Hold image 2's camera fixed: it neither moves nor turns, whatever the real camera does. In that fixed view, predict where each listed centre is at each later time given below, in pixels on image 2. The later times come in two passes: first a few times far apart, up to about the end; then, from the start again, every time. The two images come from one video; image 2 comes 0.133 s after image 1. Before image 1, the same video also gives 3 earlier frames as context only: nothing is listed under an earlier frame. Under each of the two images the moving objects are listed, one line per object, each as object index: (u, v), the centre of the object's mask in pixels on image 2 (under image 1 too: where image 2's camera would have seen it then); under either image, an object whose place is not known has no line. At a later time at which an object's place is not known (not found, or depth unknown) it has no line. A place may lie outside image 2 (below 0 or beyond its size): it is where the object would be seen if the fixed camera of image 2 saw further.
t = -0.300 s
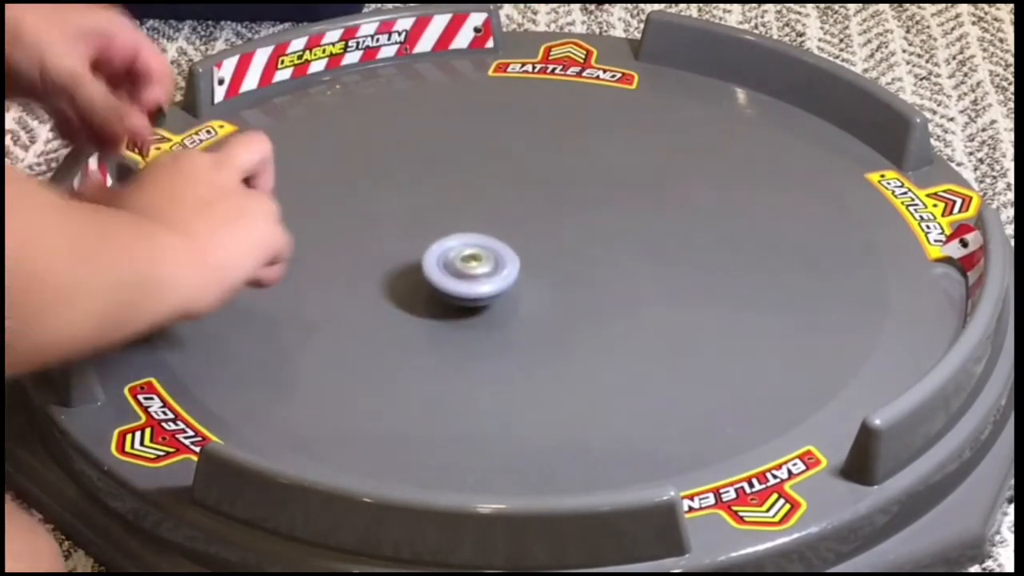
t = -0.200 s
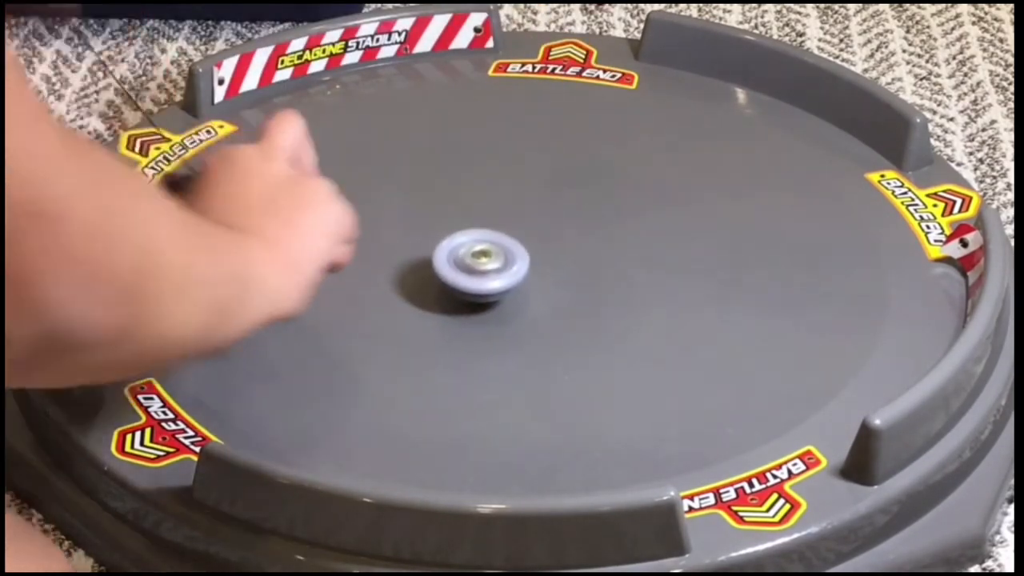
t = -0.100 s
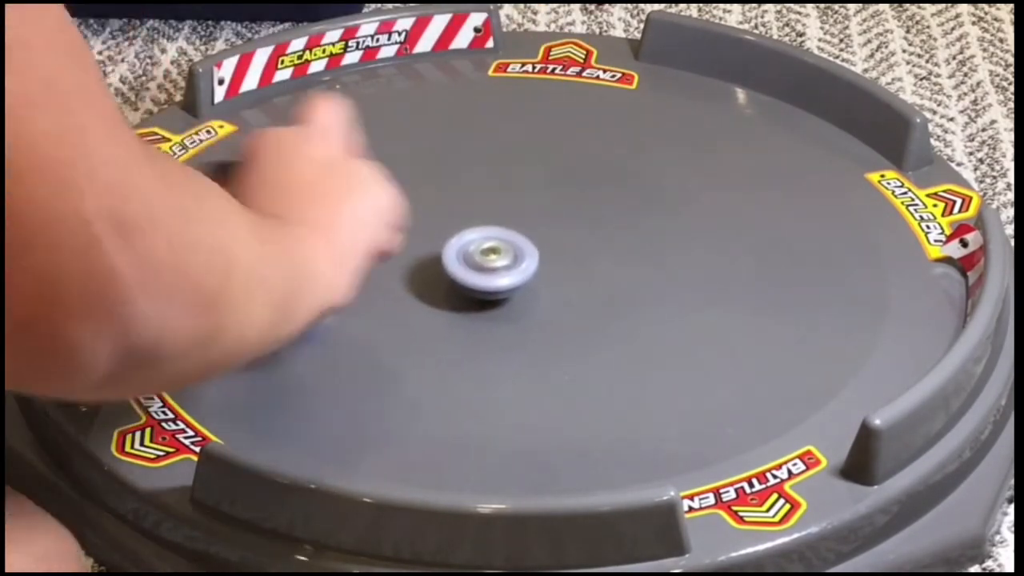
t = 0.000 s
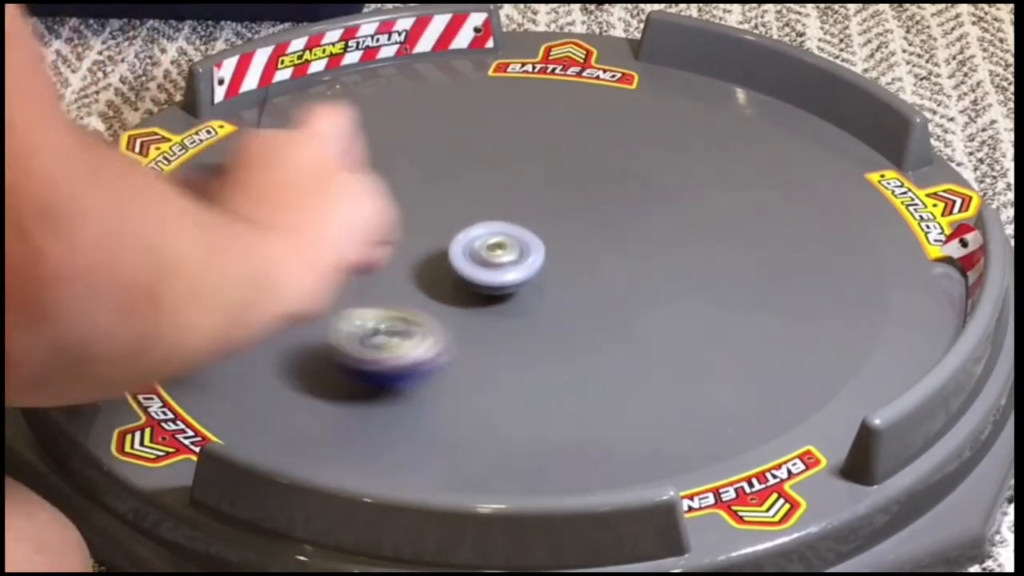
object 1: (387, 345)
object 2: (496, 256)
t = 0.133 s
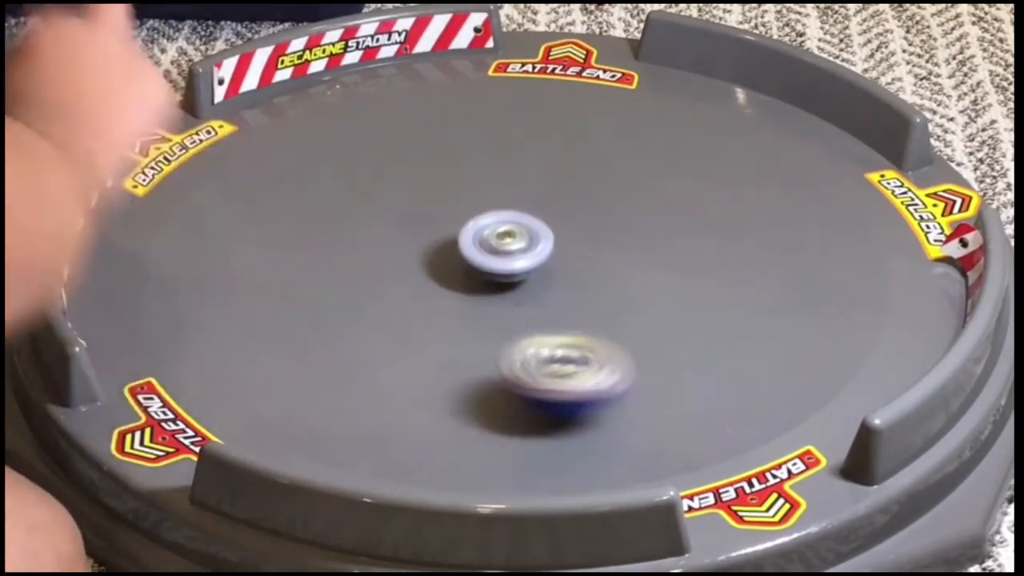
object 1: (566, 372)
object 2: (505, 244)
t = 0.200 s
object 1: (656, 369)
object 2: (509, 243)
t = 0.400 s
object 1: (814, 280)
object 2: (513, 248)
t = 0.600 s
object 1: (729, 167)
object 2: (511, 251)
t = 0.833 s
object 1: (449, 137)
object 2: (514, 249)
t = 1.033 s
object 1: (211, 208)
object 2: (519, 254)
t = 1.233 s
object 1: (163, 368)
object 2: (524, 258)
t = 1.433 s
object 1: (405, 367)
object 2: (527, 263)
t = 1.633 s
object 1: (631, 282)
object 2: (533, 233)
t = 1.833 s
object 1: (660, 179)
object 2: (519, 214)
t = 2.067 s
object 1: (543, 107)
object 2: (452, 267)
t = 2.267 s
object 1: (386, 125)
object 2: (500, 290)
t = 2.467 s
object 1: (321, 221)
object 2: (577, 248)
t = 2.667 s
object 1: (465, 305)
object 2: (512, 209)
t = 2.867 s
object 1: (667, 283)
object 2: (446, 248)
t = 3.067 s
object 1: (710, 187)
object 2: (518, 291)
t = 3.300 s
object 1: (556, 154)
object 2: (584, 246)
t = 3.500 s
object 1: (453, 186)
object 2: (523, 251)
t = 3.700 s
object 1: (402, 226)
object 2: (510, 275)
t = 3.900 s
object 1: (443, 265)
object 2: (555, 294)
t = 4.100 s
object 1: (463, 266)
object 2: (653, 310)
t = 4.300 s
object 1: (499, 262)
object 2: (695, 310)
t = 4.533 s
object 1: (467, 255)
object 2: (673, 284)
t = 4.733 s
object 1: (453, 247)
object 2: (653, 268)
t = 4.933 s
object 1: (485, 244)
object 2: (636, 267)
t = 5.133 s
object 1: (487, 252)
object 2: (625, 273)
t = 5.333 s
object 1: (461, 251)
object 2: (622, 276)
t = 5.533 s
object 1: (476, 255)
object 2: (601, 270)
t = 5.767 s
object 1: (368, 232)
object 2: (727, 280)
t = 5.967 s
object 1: (252, 248)
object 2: (800, 271)
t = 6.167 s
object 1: (275, 289)
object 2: (753, 229)
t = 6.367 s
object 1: (328, 295)
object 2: (686, 215)
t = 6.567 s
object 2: (641, 250)
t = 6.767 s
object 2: (572, 296)
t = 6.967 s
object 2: (542, 304)
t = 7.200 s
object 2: (550, 299)
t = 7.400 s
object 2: (511, 313)
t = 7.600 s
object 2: (442, 316)
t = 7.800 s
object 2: (409, 305)
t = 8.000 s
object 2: (410, 286)
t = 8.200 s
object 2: (435, 270)
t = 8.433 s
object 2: (440, 259)
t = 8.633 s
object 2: (461, 259)
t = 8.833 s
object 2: (461, 257)
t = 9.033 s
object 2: (473, 264)
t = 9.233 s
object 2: (467, 261)
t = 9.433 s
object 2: (480, 261)
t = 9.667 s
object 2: (483, 251)
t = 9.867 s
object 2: (495, 249)
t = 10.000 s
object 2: (501, 247)
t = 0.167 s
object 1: (611, 372)
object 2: (507, 243)
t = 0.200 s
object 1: (656, 369)
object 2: (509, 243)
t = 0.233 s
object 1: (696, 363)
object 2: (510, 243)
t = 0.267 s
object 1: (731, 351)
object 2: (512, 243)
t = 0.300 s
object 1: (762, 335)
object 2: (512, 245)
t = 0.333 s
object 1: (786, 317)
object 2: (512, 246)
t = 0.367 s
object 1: (804, 299)
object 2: (513, 247)
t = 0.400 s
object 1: (814, 280)
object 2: (513, 248)
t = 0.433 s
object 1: (816, 258)
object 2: (513, 249)
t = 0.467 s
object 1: (812, 238)
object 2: (513, 250)
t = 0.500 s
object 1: (798, 216)
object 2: (512, 250)
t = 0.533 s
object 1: (780, 197)
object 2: (512, 250)
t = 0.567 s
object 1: (756, 180)
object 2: (511, 251)
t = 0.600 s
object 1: (729, 167)
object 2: (511, 251)
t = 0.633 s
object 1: (699, 156)
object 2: (510, 250)
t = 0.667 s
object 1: (664, 148)
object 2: (510, 250)
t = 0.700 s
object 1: (625, 142)
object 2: (511, 249)
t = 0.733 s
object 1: (581, 137)
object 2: (512, 249)
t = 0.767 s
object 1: (537, 134)
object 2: (512, 249)
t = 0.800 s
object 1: (495, 134)
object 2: (513, 249)
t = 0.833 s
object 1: (449, 137)
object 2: (514, 249)
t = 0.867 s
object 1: (406, 142)
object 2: (515, 250)
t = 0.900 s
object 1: (360, 150)
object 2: (516, 250)
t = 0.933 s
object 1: (318, 158)
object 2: (517, 251)
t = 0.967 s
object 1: (280, 174)
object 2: (518, 252)
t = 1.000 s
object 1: (243, 188)
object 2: (518, 253)
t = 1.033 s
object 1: (211, 208)
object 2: (519, 254)
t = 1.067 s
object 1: (184, 231)
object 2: (520, 254)
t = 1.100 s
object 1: (164, 255)
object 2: (521, 255)
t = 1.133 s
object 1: (150, 283)
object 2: (522, 256)
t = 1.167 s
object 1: (148, 307)
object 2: (523, 257)
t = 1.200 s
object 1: (149, 341)
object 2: (524, 257)
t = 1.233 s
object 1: (163, 368)
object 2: (524, 258)
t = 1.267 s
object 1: (190, 394)
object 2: (524, 259)
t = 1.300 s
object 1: (228, 399)
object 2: (525, 259)
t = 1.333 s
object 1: (266, 384)
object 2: (526, 260)
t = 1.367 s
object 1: (308, 383)
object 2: (526, 261)
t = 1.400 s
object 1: (355, 374)
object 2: (526, 262)
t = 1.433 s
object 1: (405, 367)
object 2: (527, 263)
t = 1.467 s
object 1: (454, 354)
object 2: (527, 264)
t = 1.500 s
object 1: (499, 337)
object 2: (528, 264)
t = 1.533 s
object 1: (539, 320)
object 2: (527, 259)
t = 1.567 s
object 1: (575, 309)
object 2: (528, 251)
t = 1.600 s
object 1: (606, 296)
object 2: (531, 241)
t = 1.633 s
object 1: (631, 282)
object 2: (533, 233)
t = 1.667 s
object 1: (649, 266)
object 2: (534, 225)
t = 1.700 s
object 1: (662, 250)
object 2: (535, 218)
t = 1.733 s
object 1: (669, 234)
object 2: (535, 214)
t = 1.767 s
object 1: (671, 215)
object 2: (532, 212)
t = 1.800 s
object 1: (668, 196)
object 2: (527, 212)
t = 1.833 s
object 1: (660, 179)
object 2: (519, 214)
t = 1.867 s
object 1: (648, 160)
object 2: (511, 219)
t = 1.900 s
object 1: (635, 144)
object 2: (501, 225)
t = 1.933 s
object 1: (620, 132)
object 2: (492, 234)
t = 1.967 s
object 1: (604, 121)
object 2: (481, 244)
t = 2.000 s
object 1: (587, 114)
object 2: (470, 252)
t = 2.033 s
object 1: (567, 110)
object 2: (459, 260)
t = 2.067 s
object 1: (543, 107)
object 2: (452, 267)
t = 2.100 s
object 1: (517, 105)
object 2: (448, 273)
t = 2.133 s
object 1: (488, 105)
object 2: (450, 278)
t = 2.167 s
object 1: (462, 105)
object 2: (457, 283)
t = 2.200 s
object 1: (437, 110)
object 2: (467, 287)
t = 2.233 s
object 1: (412, 117)
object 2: (482, 289)
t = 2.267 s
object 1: (386, 125)
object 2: (500, 290)
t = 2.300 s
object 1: (363, 136)
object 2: (520, 288)
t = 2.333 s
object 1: (343, 149)
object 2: (539, 284)
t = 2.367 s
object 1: (329, 164)
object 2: (556, 277)
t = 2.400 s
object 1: (320, 181)
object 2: (568, 268)
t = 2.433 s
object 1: (317, 200)
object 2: (575, 259)
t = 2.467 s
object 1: (321, 221)
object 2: (577, 248)
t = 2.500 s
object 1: (331, 239)
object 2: (575, 238)
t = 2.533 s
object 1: (349, 257)
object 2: (568, 229)
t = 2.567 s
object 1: (371, 273)
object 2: (558, 221)
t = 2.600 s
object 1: (399, 286)
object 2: (544, 214)
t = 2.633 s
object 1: (429, 297)
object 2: (529, 211)
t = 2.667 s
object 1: (465, 305)
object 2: (512, 209)
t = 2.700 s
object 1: (501, 309)
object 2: (495, 209)
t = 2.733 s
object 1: (538, 310)
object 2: (479, 214)
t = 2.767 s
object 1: (575, 308)
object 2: (465, 220)
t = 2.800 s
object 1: (607, 302)
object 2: (455, 228)
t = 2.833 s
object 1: (641, 293)
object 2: (448, 237)
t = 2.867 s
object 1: (667, 283)
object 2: (446, 248)
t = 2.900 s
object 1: (690, 268)
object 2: (448, 258)
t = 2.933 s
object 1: (707, 252)
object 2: (455, 267)
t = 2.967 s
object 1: (717, 236)
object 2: (466, 277)
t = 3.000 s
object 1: (721, 219)
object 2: (481, 284)
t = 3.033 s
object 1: (719, 203)
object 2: (499, 289)
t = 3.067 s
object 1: (710, 187)
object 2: (518, 291)
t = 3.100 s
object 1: (697, 174)
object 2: (537, 290)
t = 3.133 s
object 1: (678, 163)
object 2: (554, 287)
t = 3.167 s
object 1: (656, 155)
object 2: (568, 282)
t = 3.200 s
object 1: (632, 149)
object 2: (579, 274)
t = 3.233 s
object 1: (605, 148)
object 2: (586, 265)
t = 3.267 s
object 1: (579, 149)
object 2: (587, 255)
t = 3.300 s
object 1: (556, 154)
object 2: (584, 246)
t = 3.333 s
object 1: (536, 161)
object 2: (575, 237)
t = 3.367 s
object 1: (517, 169)
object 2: (563, 232)
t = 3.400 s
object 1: (502, 175)
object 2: (549, 230)
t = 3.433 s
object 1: (489, 178)
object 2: (539, 237)
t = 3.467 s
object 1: (471, 182)
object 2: (530, 244)
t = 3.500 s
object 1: (453, 186)
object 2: (523, 251)
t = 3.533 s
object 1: (437, 193)
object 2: (516, 257)
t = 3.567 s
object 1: (425, 201)
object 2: (512, 260)
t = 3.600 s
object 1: (415, 207)
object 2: (509, 263)
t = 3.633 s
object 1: (408, 214)
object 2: (508, 265)
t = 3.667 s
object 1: (404, 220)
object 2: (508, 269)
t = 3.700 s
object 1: (402, 226)
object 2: (510, 275)
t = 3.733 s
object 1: (404, 229)
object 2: (514, 279)
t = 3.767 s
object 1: (409, 233)
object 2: (520, 286)
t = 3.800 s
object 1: (415, 239)
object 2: (530, 289)
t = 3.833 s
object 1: (422, 248)
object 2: (540, 293)
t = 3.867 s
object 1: (433, 258)
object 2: (548, 294)
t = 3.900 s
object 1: (443, 265)
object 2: (555, 294)
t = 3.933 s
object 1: (454, 271)
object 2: (561, 294)
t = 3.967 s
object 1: (464, 274)
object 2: (566, 294)
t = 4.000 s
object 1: (470, 274)
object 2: (580, 295)
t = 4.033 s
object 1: (466, 271)
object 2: (608, 301)
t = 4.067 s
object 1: (463, 269)
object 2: (633, 307)
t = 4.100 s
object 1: (463, 266)
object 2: (653, 310)
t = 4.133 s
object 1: (464, 264)
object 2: (668, 312)
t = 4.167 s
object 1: (469, 262)
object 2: (678, 313)
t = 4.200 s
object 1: (475, 260)
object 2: (685, 314)
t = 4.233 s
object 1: (484, 259)
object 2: (690, 314)
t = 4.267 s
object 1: (493, 260)
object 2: (692, 313)
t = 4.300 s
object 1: (499, 262)
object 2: (695, 310)
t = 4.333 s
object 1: (501, 262)
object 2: (697, 307)
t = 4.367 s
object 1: (500, 261)
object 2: (696, 304)
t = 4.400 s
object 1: (496, 261)
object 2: (694, 300)
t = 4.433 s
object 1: (492, 260)
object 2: (689, 295)
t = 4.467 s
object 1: (484, 259)
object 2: (684, 292)
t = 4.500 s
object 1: (475, 257)
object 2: (679, 288)
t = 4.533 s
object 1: (467, 255)
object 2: (673, 284)
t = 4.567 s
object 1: (461, 253)
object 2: (668, 281)
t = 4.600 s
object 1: (456, 252)
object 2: (664, 278)
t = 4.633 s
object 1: (453, 250)
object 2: (659, 275)
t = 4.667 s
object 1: (452, 249)
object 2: (656, 272)
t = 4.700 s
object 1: (452, 248)
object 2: (654, 270)
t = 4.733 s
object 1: (453, 247)
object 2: (653, 268)
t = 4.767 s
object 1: (456, 245)
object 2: (652, 266)
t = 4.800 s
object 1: (460, 245)
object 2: (652, 266)
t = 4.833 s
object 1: (464, 244)
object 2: (651, 266)
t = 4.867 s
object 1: (471, 244)
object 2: (647, 267)
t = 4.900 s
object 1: (477, 244)
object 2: (642, 267)
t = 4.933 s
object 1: (485, 244)
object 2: (636, 267)
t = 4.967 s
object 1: (492, 245)
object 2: (630, 267)
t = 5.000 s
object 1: (500, 247)
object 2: (624, 267)
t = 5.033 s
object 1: (506, 250)
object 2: (617, 267)
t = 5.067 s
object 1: (509, 253)
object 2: (611, 267)
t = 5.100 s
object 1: (499, 253)
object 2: (617, 269)
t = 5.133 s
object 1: (487, 252)
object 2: (625, 273)
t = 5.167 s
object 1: (477, 251)
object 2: (630, 276)
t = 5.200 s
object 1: (470, 250)
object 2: (632, 278)
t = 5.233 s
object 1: (464, 250)
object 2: (630, 278)
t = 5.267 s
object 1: (462, 250)
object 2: (628, 278)
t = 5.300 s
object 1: (461, 250)
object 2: (626, 277)
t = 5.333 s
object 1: (461, 251)
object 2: (622, 276)
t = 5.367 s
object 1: (462, 251)
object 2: (620, 275)
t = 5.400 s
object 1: (465, 252)
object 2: (616, 274)
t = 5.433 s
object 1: (467, 252)
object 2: (613, 273)
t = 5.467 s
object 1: (470, 253)
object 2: (609, 272)
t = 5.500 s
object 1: (474, 254)
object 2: (605, 271)
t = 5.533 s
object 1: (476, 255)
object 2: (601, 270)
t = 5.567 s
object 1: (479, 256)
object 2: (597, 268)
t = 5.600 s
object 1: (483, 257)
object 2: (592, 267)
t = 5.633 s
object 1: (485, 258)
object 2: (587, 266)
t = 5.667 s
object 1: (466, 252)
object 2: (612, 267)
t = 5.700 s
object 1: (430, 243)
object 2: (656, 271)
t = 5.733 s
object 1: (397, 236)
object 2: (694, 277)
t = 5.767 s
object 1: (368, 232)
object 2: (727, 280)
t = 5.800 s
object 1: (342, 229)
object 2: (752, 283)
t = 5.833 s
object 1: (318, 228)
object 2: (773, 283)
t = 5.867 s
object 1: (297, 231)
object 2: (787, 283)
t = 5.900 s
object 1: (279, 234)
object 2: (795, 280)
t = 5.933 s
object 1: (263, 240)
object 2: (799, 277)
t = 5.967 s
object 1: (252, 248)
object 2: (800, 271)
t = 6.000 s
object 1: (246, 255)
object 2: (798, 265)
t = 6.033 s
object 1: (246, 262)
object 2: (794, 257)
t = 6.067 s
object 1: (250, 269)
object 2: (786, 249)
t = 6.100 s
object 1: (258, 276)
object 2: (777, 241)
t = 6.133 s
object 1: (266, 284)
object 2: (765, 235)
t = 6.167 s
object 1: (275, 289)
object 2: (753, 229)
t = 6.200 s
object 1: (285, 295)
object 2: (739, 224)
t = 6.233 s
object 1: (295, 298)
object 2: (728, 219)
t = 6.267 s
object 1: (302, 301)
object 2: (716, 215)
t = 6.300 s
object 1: (310, 300)
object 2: (706, 212)
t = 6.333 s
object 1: (319, 299)
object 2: (695, 213)
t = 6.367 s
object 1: (328, 295)
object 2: (686, 215)
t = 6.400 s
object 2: (677, 219)
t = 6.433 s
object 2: (669, 224)
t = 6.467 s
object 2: (663, 229)
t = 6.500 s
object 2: (657, 235)
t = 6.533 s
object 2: (650, 243)
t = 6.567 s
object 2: (641, 250)
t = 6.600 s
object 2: (630, 258)
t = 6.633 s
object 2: (617, 268)
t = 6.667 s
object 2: (603, 276)
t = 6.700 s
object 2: (592, 285)
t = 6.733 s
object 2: (582, 290)
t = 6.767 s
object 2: (572, 296)
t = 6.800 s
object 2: (564, 300)
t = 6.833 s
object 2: (557, 302)
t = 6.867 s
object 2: (551, 304)
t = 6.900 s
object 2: (547, 305)
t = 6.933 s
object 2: (544, 305)
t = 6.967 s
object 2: (542, 304)
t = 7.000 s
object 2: (541, 303)
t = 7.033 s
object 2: (541, 302)
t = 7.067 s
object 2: (542, 301)
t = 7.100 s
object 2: (543, 300)
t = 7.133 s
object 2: (546, 299)
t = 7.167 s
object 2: (549, 298)
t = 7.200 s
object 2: (550, 299)
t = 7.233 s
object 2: (551, 302)
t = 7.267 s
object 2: (549, 304)
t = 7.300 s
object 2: (544, 307)
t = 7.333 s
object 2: (536, 310)
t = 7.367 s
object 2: (524, 312)
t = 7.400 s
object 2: (511, 313)
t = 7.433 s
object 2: (497, 314)
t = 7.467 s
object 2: (483, 315)
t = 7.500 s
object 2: (472, 316)
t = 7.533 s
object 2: (461, 316)
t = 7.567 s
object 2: (451, 317)
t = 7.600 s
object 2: (442, 316)
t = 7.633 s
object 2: (434, 316)
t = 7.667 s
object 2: (428, 314)
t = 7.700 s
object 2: (422, 312)
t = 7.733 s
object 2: (416, 311)
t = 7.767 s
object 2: (412, 308)
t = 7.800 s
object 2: (409, 305)
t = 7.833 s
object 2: (407, 302)
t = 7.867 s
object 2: (406, 299)
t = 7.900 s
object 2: (406, 296)
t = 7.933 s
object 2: (407, 293)
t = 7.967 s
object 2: (408, 289)
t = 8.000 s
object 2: (410, 286)
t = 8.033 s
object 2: (413, 283)
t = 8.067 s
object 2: (416, 280)
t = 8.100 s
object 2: (420, 278)
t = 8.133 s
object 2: (425, 275)
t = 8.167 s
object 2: (430, 273)
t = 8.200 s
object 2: (435, 270)
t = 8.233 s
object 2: (431, 267)
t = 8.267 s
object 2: (428, 265)
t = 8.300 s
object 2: (429, 263)
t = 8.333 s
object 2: (430, 262)
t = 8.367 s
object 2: (433, 261)
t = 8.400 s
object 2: (436, 260)
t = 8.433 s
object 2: (440, 259)
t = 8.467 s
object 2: (444, 259)
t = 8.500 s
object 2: (449, 259)
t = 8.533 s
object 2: (455, 260)
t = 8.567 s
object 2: (459, 260)
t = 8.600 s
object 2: (459, 259)
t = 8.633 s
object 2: (461, 259)
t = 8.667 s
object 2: (463, 259)
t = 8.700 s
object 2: (465, 259)
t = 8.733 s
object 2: (463, 258)
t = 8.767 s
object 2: (461, 257)
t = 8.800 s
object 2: (460, 257)
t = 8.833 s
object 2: (461, 257)
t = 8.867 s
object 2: (462, 258)
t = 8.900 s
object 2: (464, 259)
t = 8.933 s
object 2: (467, 261)
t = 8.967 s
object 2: (469, 262)
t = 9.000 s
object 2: (472, 263)
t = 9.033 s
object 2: (473, 264)
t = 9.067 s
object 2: (469, 264)
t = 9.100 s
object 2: (467, 263)
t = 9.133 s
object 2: (465, 262)
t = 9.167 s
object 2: (465, 262)
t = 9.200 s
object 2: (466, 261)
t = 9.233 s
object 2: (467, 261)
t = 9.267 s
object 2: (469, 260)
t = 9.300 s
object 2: (470, 260)
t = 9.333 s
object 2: (473, 260)
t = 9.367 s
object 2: (475, 261)
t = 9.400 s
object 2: (477, 261)
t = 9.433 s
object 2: (480, 261)
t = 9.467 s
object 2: (481, 261)
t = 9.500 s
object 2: (482, 260)
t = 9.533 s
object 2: (481, 257)
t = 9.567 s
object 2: (480, 255)
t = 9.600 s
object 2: (481, 253)
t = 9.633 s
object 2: (482, 252)
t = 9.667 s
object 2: (483, 251)
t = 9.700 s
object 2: (486, 250)
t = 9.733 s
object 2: (487, 250)
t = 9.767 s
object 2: (489, 249)
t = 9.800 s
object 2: (491, 249)
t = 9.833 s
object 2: (493, 249)
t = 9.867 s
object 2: (495, 249)
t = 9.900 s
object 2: (496, 249)
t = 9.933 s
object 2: (498, 248)
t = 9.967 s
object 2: (499, 248)
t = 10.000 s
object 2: (501, 247)
